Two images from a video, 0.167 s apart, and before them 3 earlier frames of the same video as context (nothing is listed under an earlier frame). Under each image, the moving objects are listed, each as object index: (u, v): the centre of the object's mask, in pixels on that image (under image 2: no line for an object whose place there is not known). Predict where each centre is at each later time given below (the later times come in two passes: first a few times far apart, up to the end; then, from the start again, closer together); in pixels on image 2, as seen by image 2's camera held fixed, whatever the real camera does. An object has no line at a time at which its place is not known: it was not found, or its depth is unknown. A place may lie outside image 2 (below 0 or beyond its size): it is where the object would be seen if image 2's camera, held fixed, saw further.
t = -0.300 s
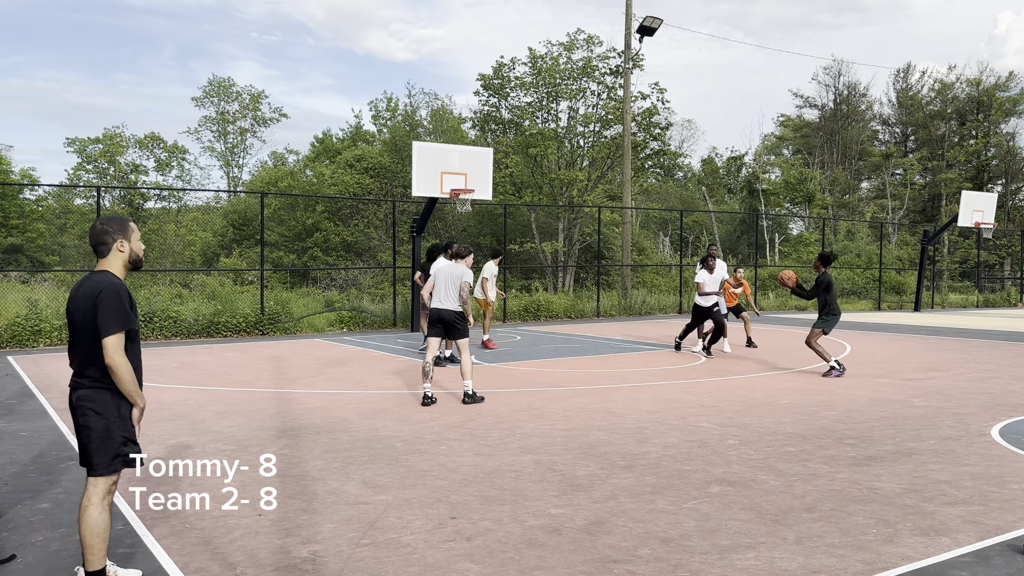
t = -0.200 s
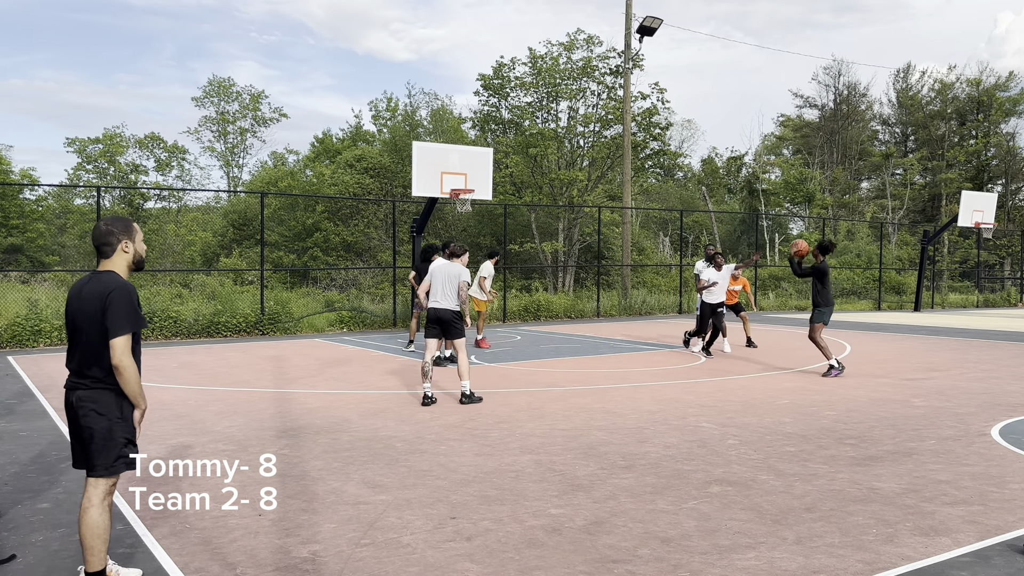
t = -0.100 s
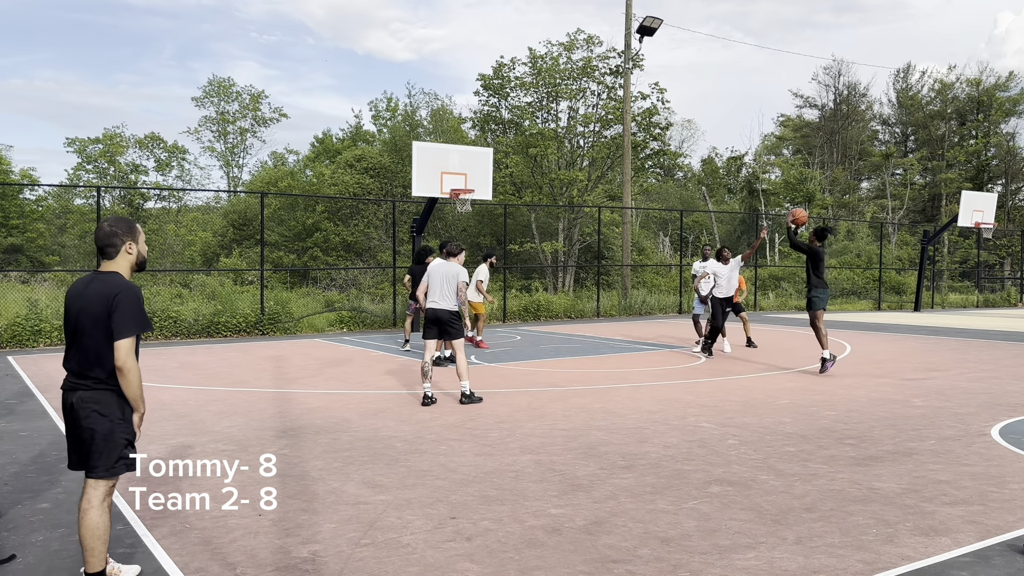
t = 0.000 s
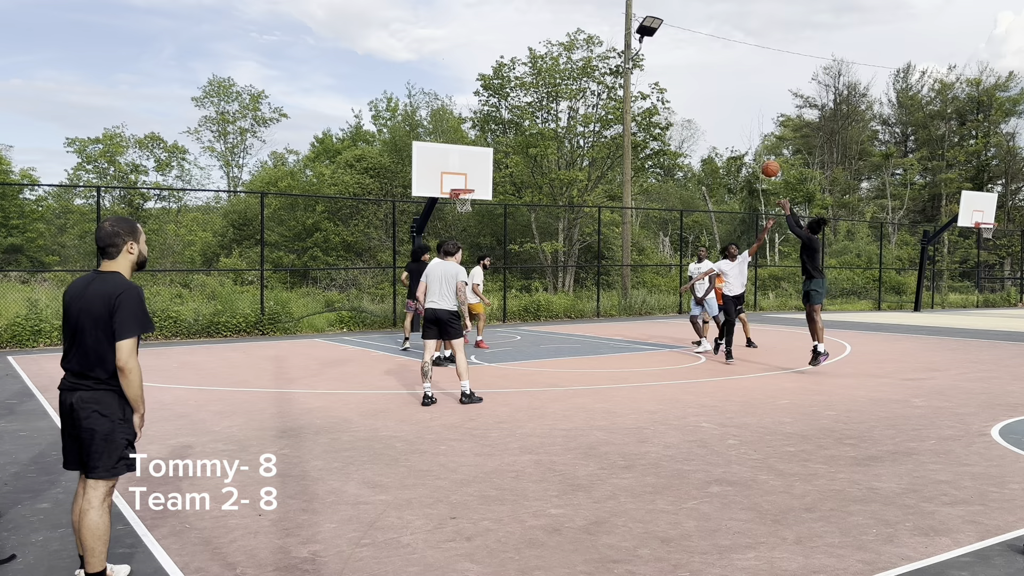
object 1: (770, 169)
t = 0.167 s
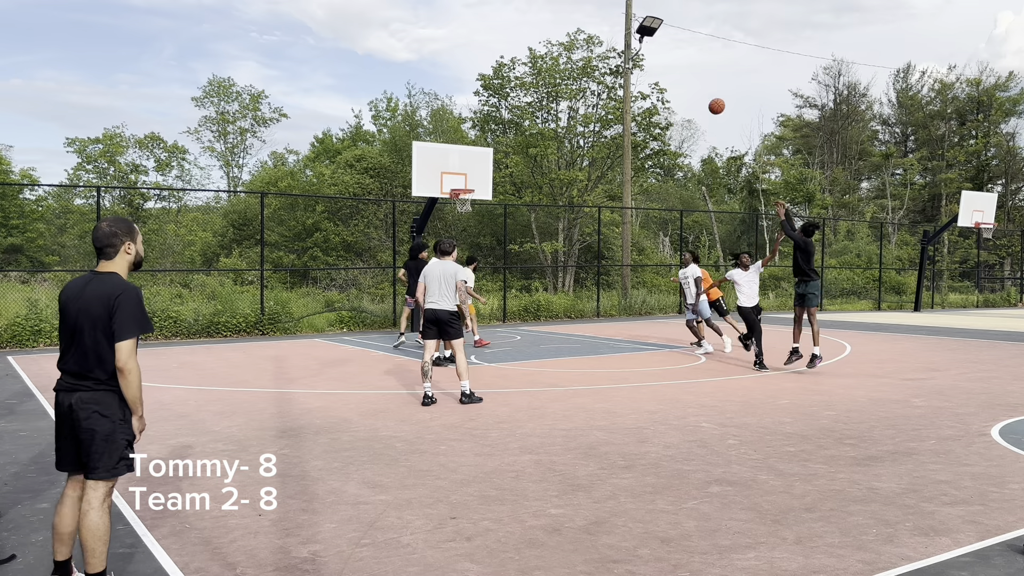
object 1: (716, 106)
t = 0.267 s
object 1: (687, 80)
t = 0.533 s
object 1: (618, 48)
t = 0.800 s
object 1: (560, 59)
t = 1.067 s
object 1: (510, 105)
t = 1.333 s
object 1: (468, 179)
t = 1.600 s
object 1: (505, 159)
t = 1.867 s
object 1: (548, 157)
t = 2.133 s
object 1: (587, 187)
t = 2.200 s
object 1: (597, 199)
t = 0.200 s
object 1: (706, 97)
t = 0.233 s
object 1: (697, 88)
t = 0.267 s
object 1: (687, 80)
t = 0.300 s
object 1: (678, 74)
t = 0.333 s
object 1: (669, 68)
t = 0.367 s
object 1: (660, 62)
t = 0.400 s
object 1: (651, 58)
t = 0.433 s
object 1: (643, 54)
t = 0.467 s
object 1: (634, 52)
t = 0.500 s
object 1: (626, 49)
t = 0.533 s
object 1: (618, 48)
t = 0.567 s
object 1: (610, 47)
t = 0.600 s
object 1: (603, 47)
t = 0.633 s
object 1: (595, 47)
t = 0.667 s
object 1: (587, 49)
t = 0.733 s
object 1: (573, 53)
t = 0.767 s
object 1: (566, 56)
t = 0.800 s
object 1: (560, 59)
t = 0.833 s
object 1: (553, 63)
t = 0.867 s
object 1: (546, 68)
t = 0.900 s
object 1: (540, 73)
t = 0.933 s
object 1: (534, 79)
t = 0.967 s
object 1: (528, 85)
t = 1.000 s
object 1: (522, 91)
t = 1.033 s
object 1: (516, 98)
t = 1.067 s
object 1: (510, 105)
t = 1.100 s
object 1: (505, 113)
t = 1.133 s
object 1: (499, 122)
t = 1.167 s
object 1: (494, 130)
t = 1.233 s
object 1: (483, 148)
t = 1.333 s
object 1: (468, 179)
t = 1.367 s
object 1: (467, 185)
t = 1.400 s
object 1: (472, 183)
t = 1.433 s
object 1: (477, 178)
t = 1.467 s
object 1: (483, 173)
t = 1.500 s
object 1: (489, 169)
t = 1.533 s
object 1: (494, 165)
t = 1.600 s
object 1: (505, 159)
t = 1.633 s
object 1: (511, 157)
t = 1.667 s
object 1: (516, 155)
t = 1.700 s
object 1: (521, 154)
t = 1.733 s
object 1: (527, 154)
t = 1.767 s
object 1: (532, 154)
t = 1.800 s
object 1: (538, 154)
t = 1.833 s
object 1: (543, 156)
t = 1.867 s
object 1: (548, 157)
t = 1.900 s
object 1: (553, 159)
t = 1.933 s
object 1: (558, 162)
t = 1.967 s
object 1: (563, 165)
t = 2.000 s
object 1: (568, 168)
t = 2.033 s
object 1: (573, 172)
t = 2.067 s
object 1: (578, 177)
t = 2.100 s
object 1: (582, 182)
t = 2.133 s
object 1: (587, 187)
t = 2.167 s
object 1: (592, 193)
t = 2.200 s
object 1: (597, 199)
